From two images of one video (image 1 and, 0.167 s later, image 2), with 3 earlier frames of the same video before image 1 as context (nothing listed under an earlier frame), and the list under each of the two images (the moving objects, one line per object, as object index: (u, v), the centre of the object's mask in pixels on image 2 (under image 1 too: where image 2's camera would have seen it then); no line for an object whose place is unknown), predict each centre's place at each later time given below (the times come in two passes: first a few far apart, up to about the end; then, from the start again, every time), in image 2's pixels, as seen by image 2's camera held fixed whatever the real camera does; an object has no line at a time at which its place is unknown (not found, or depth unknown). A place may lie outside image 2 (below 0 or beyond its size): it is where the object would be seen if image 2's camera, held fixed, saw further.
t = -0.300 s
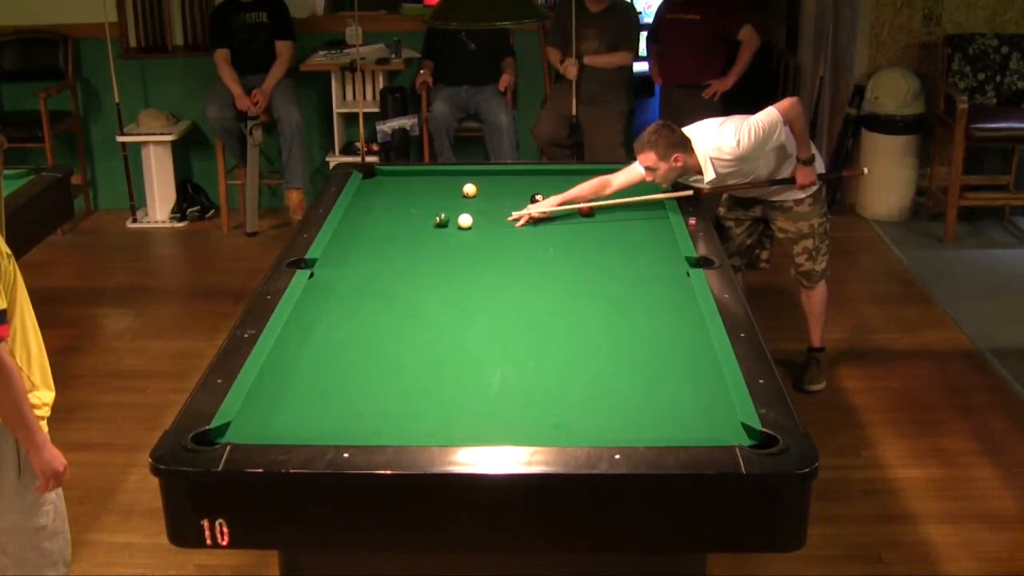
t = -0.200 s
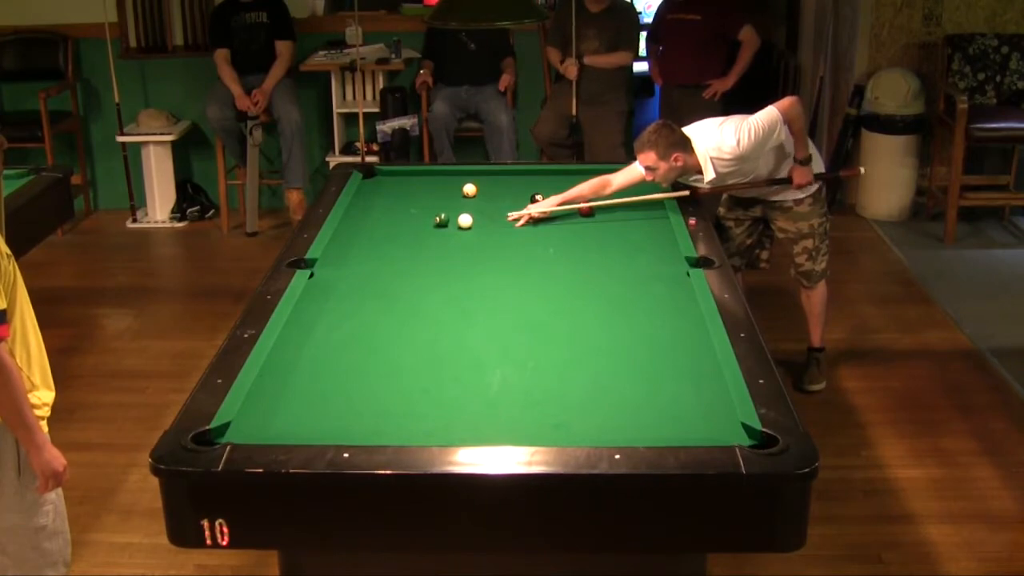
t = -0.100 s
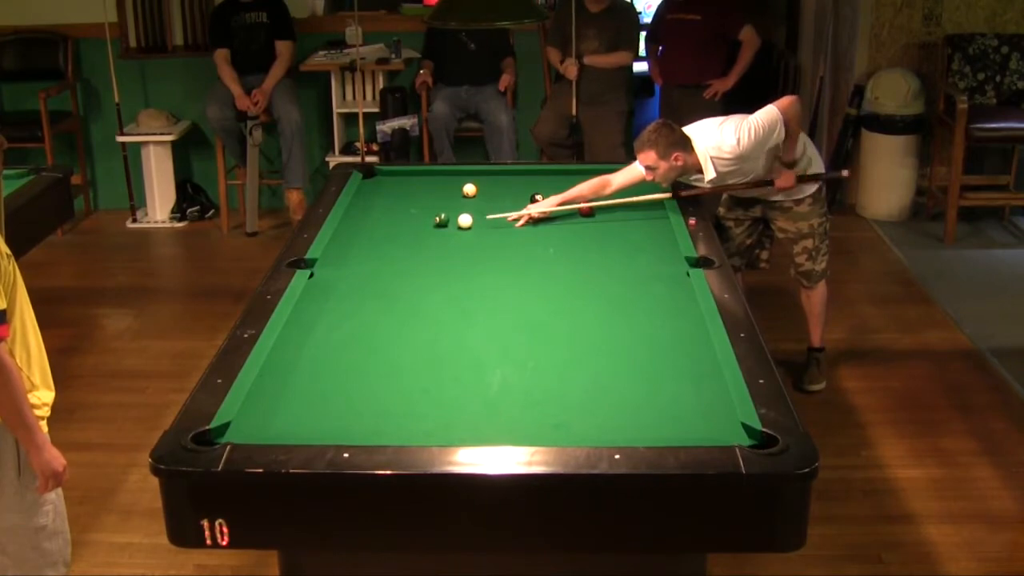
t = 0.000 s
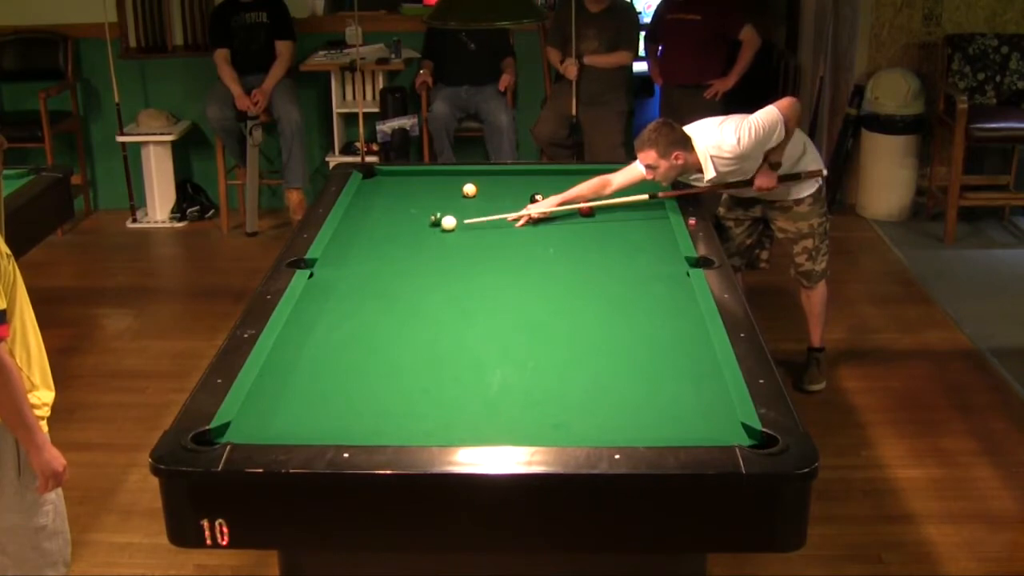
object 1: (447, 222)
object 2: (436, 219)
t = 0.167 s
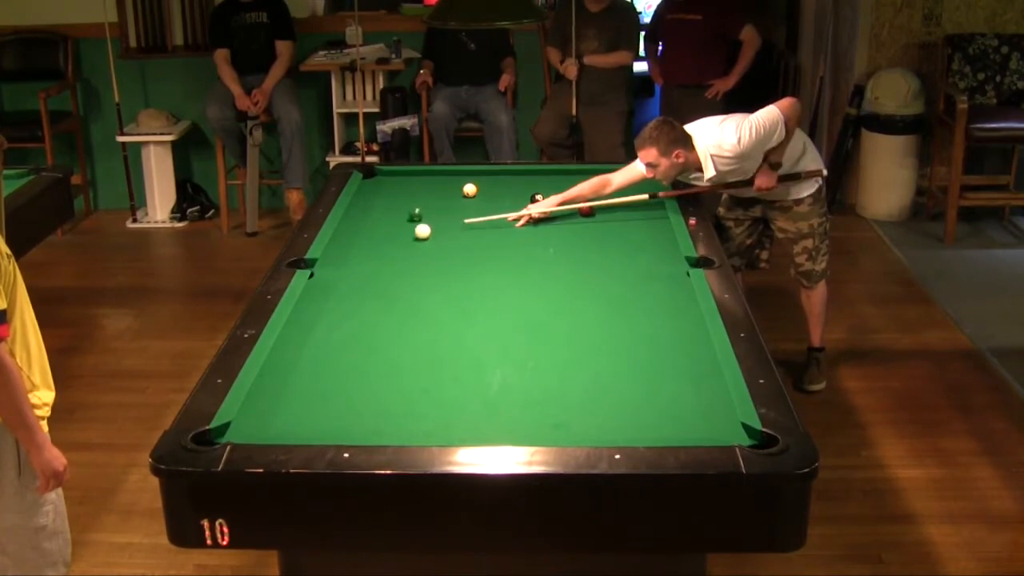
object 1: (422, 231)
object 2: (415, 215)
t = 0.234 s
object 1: (411, 234)
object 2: (407, 214)
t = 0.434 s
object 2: (384, 209)
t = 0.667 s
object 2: (360, 204)
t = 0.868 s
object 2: (363, 202)
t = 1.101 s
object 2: (377, 199)
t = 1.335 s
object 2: (390, 197)
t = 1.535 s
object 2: (400, 194)
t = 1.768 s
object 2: (409, 192)
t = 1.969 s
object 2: (418, 190)
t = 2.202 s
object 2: (427, 189)
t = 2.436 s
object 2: (435, 187)
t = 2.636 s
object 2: (442, 186)
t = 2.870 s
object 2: (447, 186)
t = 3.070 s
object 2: (451, 184)
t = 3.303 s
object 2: (455, 184)
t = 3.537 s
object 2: (459, 183)
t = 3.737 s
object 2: (461, 182)
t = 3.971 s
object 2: (463, 181)
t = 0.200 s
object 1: (416, 232)
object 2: (411, 215)
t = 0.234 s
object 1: (411, 234)
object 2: (407, 214)
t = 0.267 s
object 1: (405, 236)
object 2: (403, 212)
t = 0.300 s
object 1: (401, 238)
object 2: (399, 212)
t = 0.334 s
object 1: (396, 239)
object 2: (395, 212)
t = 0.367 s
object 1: (390, 241)
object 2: (392, 211)
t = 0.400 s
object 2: (388, 210)
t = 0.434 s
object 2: (384, 209)
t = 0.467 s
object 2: (380, 209)
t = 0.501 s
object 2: (377, 208)
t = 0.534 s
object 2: (373, 207)
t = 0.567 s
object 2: (369, 206)
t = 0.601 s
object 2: (365, 205)
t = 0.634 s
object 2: (362, 205)
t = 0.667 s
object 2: (360, 204)
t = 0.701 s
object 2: (357, 203)
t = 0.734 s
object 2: (356, 202)
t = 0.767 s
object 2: (358, 203)
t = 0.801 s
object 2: (360, 202)
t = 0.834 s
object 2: (361, 202)
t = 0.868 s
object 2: (363, 202)
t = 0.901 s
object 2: (367, 202)
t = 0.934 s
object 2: (369, 201)
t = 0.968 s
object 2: (371, 200)
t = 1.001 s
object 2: (373, 200)
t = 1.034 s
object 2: (373, 200)
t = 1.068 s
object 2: (375, 199)
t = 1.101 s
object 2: (377, 199)
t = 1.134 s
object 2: (379, 198)
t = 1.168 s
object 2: (381, 197)
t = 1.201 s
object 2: (383, 197)
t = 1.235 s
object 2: (385, 197)
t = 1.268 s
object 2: (386, 197)
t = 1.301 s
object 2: (388, 197)
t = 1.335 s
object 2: (390, 197)
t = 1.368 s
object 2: (391, 196)
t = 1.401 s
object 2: (393, 196)
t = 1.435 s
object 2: (395, 195)
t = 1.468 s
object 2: (396, 195)
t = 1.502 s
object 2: (398, 195)
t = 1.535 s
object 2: (400, 194)
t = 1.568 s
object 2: (401, 194)
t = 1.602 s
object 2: (403, 194)
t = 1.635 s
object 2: (404, 193)
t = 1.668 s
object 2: (406, 193)
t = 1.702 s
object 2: (407, 193)
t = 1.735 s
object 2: (408, 193)
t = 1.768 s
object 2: (409, 192)
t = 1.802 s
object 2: (411, 192)
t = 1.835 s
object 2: (412, 191)
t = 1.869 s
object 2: (414, 191)
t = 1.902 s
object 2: (415, 190)
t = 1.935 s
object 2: (417, 191)
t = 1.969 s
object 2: (418, 190)
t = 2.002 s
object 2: (419, 190)
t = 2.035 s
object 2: (420, 190)
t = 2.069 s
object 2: (422, 190)
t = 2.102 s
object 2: (423, 190)
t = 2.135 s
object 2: (425, 189)
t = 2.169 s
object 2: (425, 189)
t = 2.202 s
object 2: (427, 189)
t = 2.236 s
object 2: (428, 189)
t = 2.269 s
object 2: (429, 188)
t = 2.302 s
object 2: (430, 188)
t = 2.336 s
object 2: (432, 188)
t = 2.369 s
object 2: (433, 187)
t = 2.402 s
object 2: (434, 187)
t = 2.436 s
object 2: (435, 187)
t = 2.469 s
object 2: (436, 187)
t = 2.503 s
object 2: (437, 186)
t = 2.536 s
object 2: (439, 187)
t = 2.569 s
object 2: (440, 186)
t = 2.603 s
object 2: (440, 187)
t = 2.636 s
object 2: (442, 186)
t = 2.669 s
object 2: (442, 186)
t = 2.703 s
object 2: (443, 186)
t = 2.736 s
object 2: (444, 186)
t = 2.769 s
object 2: (444, 186)
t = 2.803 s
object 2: (445, 186)
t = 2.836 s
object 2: (446, 186)
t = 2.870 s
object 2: (447, 186)
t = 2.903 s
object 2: (447, 185)
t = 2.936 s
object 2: (448, 185)
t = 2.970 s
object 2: (449, 184)
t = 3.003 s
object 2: (450, 184)
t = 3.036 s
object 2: (450, 184)
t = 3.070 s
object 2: (451, 184)
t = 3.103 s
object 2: (452, 184)
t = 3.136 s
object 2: (452, 184)
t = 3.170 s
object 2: (453, 184)
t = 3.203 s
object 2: (454, 184)
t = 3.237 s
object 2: (455, 184)
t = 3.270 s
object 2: (455, 184)
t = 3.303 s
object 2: (455, 184)
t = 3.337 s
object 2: (456, 184)
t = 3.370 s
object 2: (456, 184)
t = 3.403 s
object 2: (456, 184)
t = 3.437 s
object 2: (457, 184)
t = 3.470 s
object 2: (458, 184)
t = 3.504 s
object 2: (459, 183)
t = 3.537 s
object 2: (459, 183)
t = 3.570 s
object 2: (459, 183)
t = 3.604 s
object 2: (460, 183)
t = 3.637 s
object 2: (460, 183)
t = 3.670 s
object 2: (460, 183)
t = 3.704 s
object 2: (460, 182)
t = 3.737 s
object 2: (461, 182)
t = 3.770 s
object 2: (461, 182)
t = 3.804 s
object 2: (461, 182)
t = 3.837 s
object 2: (461, 182)
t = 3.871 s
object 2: (462, 181)
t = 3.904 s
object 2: (462, 181)
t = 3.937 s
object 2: (463, 181)
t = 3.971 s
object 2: (463, 181)
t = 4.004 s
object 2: (463, 181)
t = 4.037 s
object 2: (463, 181)
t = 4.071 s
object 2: (463, 181)
